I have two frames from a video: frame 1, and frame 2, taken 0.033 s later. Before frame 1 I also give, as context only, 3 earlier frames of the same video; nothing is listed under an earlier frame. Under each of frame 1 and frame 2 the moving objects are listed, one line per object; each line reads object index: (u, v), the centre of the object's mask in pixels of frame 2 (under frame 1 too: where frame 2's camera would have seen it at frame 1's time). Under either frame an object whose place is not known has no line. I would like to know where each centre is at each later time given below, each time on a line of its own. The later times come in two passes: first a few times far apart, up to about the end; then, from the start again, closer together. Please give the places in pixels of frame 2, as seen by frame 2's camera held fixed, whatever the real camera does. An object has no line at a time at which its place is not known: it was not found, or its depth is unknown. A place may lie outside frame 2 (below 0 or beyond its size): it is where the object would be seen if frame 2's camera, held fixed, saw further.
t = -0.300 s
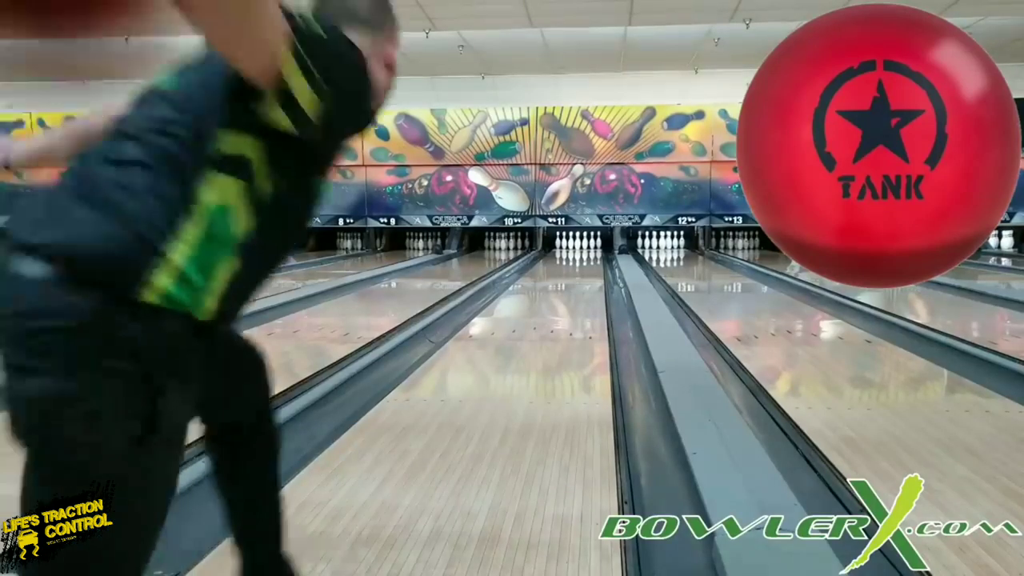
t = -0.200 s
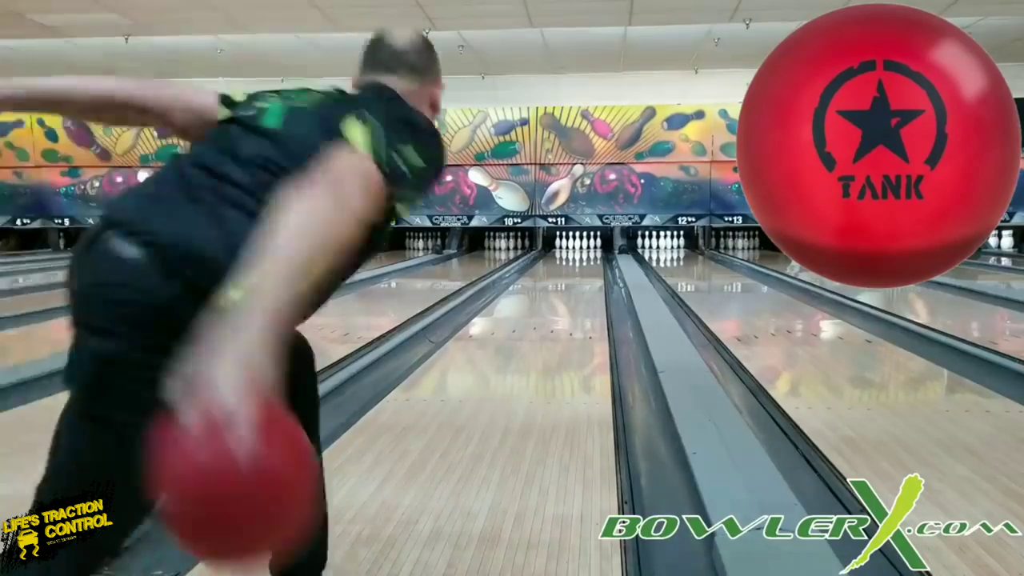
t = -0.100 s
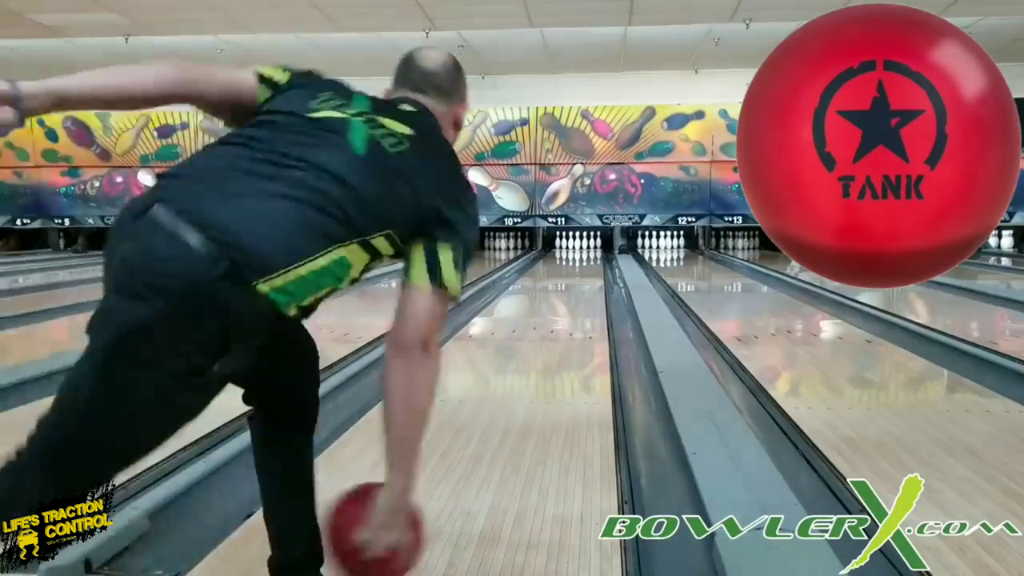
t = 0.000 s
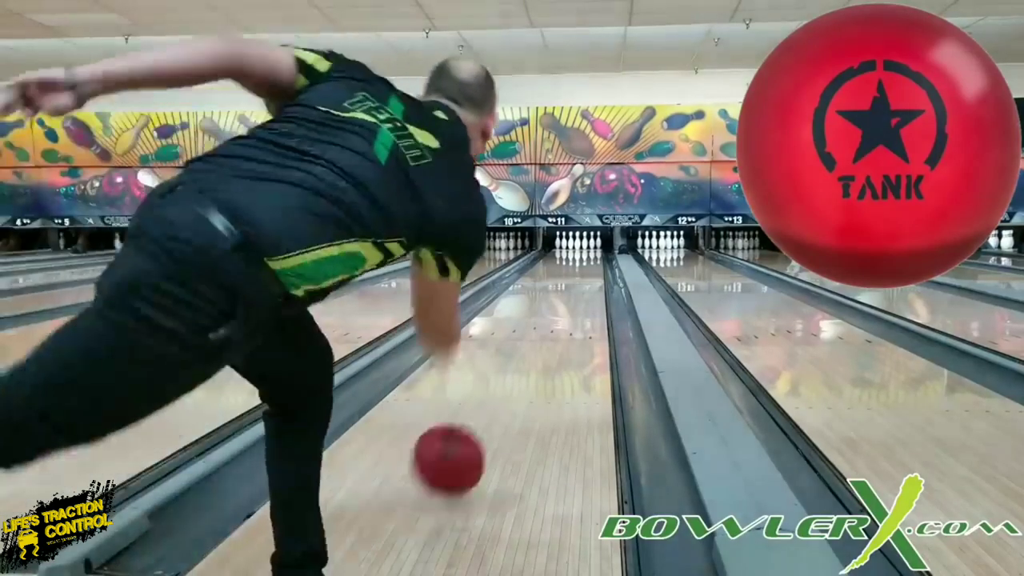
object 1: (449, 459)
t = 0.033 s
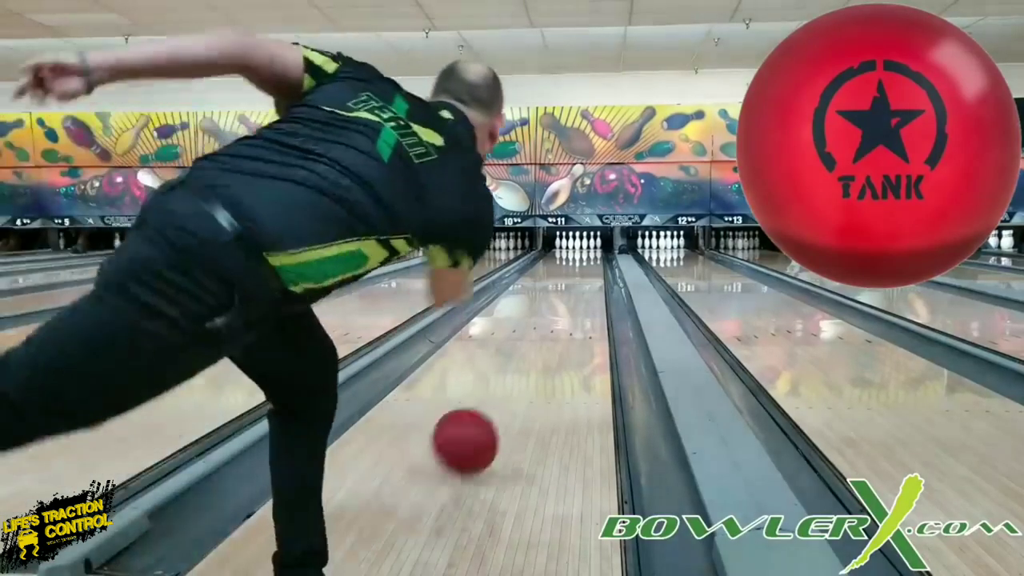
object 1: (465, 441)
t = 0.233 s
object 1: (526, 370)
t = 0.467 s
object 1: (558, 324)
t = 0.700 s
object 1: (574, 300)
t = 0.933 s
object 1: (584, 284)
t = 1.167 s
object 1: (587, 274)
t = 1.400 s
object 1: (588, 266)
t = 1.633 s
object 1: (587, 260)
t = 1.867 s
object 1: (583, 255)
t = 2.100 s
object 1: (578, 251)
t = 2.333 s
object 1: (573, 248)
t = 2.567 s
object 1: (567, 245)
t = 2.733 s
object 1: (557, 244)
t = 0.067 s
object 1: (479, 428)
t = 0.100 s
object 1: (492, 417)
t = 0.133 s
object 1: (501, 403)
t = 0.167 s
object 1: (510, 390)
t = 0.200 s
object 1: (518, 380)
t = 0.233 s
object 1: (526, 370)
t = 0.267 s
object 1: (532, 362)
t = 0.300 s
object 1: (537, 354)
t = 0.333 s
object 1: (542, 347)
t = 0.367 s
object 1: (546, 340)
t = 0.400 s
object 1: (551, 334)
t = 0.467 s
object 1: (558, 324)
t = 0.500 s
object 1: (561, 320)
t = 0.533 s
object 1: (563, 316)
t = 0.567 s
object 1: (566, 312)
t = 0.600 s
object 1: (568, 309)
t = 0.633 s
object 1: (570, 305)
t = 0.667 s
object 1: (572, 302)
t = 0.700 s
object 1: (574, 300)
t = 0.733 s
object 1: (576, 297)
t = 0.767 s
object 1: (577, 294)
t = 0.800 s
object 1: (579, 292)
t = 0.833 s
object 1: (580, 290)
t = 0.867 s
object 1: (581, 288)
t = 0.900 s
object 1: (582, 286)
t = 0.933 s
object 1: (584, 284)
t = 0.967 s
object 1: (585, 282)
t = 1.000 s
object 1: (585, 280)
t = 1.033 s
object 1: (586, 279)
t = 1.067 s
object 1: (586, 277)
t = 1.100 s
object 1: (586, 276)
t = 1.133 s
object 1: (587, 275)
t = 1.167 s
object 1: (587, 274)
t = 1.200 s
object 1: (587, 272)
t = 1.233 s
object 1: (587, 271)
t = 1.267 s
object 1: (587, 270)
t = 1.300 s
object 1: (588, 269)
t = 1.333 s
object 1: (588, 268)
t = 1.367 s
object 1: (588, 268)
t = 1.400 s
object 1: (588, 266)
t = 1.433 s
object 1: (588, 265)
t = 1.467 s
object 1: (588, 264)
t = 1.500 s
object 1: (588, 263)
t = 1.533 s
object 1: (587, 262)
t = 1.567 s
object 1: (588, 261)
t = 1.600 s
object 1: (587, 261)
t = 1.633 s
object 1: (587, 260)
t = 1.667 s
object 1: (586, 258)
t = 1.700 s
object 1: (586, 258)
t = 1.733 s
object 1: (585, 257)
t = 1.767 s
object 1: (585, 257)
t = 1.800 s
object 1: (584, 256)
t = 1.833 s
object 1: (584, 255)
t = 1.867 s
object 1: (583, 255)
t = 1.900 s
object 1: (583, 255)
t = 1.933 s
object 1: (582, 254)
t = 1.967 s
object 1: (581, 253)
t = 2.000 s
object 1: (581, 253)
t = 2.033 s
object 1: (579, 252)
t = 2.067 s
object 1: (579, 251)
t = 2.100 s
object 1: (578, 251)
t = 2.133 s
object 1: (577, 250)
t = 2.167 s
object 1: (578, 250)
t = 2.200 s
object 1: (577, 250)
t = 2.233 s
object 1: (576, 249)
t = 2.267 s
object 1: (575, 249)
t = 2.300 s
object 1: (574, 249)
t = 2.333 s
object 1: (573, 248)
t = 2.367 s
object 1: (573, 248)
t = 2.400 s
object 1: (572, 248)
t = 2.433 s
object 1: (572, 247)
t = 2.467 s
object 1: (572, 247)
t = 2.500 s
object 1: (570, 246)
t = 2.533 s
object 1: (567, 246)
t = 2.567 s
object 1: (567, 245)
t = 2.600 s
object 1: (566, 245)
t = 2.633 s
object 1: (562, 245)
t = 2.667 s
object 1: (561, 245)
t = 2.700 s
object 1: (558, 245)
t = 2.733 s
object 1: (557, 244)
